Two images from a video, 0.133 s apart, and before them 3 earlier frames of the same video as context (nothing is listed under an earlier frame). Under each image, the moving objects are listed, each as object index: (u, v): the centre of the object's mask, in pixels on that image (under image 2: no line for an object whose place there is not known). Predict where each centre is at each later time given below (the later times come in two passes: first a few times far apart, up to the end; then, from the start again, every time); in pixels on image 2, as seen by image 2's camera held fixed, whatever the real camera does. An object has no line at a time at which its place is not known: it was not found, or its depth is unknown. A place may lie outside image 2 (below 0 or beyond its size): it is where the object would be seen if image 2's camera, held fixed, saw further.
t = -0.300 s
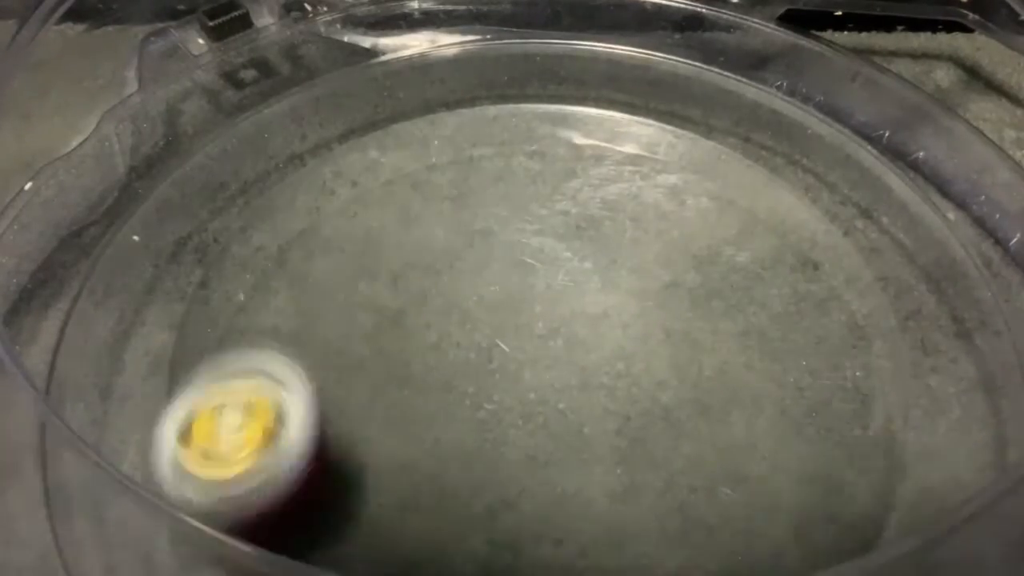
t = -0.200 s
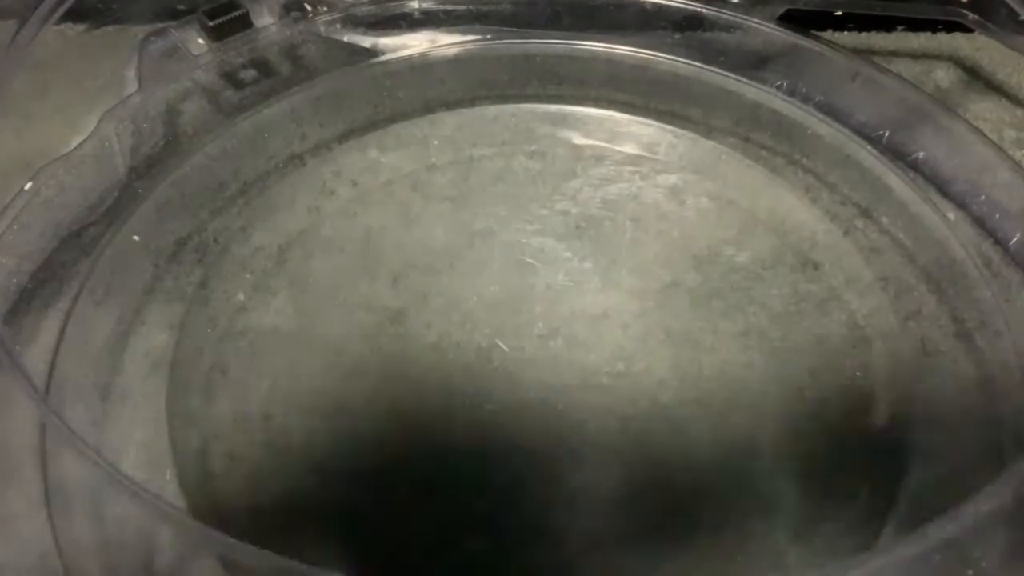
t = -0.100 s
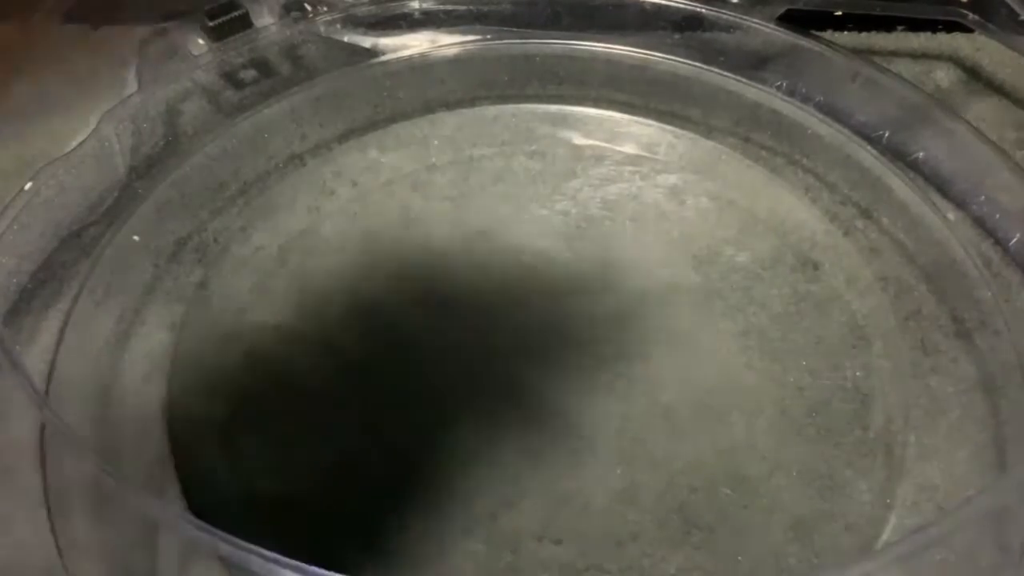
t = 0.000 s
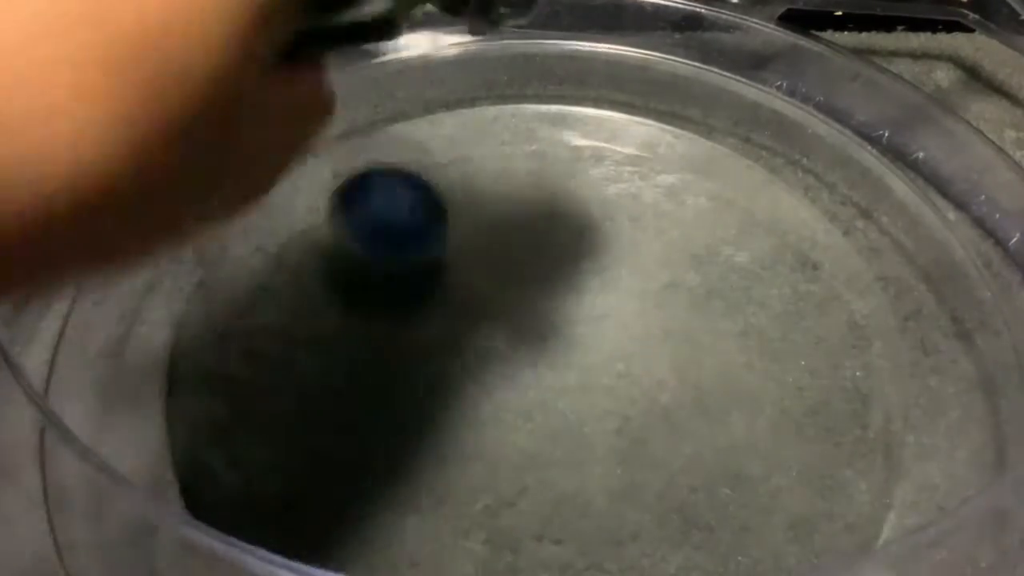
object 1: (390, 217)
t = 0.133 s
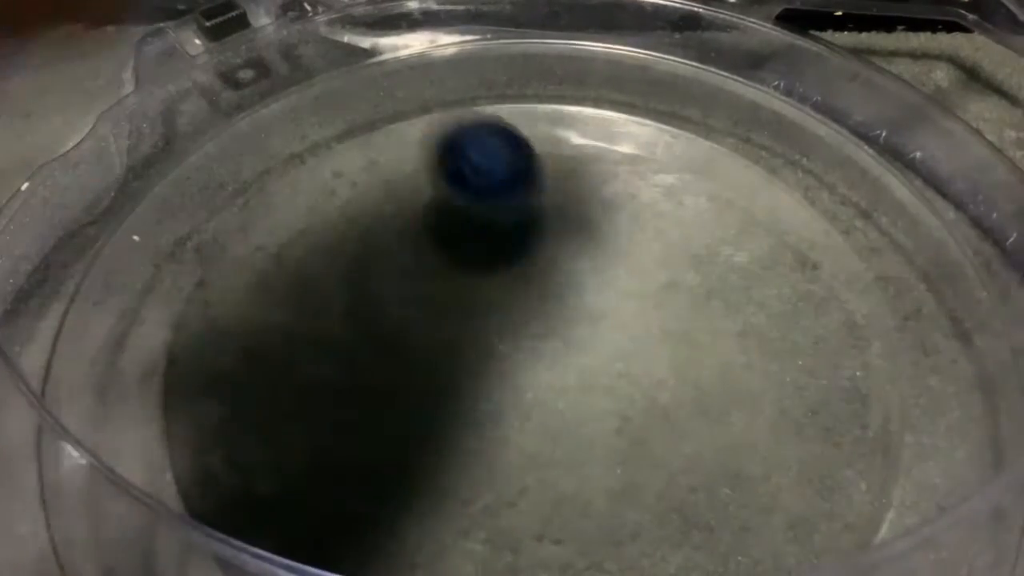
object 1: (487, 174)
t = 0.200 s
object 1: (536, 184)
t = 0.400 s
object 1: (627, 270)
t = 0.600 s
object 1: (598, 397)
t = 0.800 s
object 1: (548, 417)
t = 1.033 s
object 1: (623, 318)
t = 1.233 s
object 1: (660, 191)
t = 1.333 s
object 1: (605, 144)
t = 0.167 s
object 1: (510, 180)
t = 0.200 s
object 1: (536, 184)
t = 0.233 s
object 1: (558, 192)
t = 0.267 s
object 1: (577, 201)
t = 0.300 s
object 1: (594, 216)
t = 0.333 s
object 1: (608, 232)
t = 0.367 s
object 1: (620, 250)
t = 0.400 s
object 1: (627, 270)
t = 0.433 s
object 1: (631, 293)
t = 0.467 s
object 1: (631, 317)
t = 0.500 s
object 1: (627, 340)
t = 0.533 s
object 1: (618, 362)
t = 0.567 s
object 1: (608, 381)
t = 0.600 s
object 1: (598, 397)
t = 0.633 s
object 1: (585, 409)
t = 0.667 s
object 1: (574, 419)
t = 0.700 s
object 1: (564, 424)
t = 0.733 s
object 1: (556, 426)
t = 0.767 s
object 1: (551, 424)
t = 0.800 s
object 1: (548, 417)
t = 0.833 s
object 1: (549, 409)
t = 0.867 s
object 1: (553, 398)
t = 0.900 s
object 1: (561, 385)
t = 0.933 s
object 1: (573, 370)
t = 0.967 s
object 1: (587, 354)
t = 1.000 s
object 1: (604, 338)
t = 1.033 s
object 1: (623, 318)
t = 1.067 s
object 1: (640, 296)
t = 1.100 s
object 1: (652, 275)
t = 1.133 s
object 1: (661, 253)
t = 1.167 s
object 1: (666, 231)
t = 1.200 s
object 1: (665, 210)
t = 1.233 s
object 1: (660, 191)
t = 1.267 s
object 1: (649, 171)
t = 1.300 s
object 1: (631, 156)
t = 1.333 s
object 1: (605, 144)
